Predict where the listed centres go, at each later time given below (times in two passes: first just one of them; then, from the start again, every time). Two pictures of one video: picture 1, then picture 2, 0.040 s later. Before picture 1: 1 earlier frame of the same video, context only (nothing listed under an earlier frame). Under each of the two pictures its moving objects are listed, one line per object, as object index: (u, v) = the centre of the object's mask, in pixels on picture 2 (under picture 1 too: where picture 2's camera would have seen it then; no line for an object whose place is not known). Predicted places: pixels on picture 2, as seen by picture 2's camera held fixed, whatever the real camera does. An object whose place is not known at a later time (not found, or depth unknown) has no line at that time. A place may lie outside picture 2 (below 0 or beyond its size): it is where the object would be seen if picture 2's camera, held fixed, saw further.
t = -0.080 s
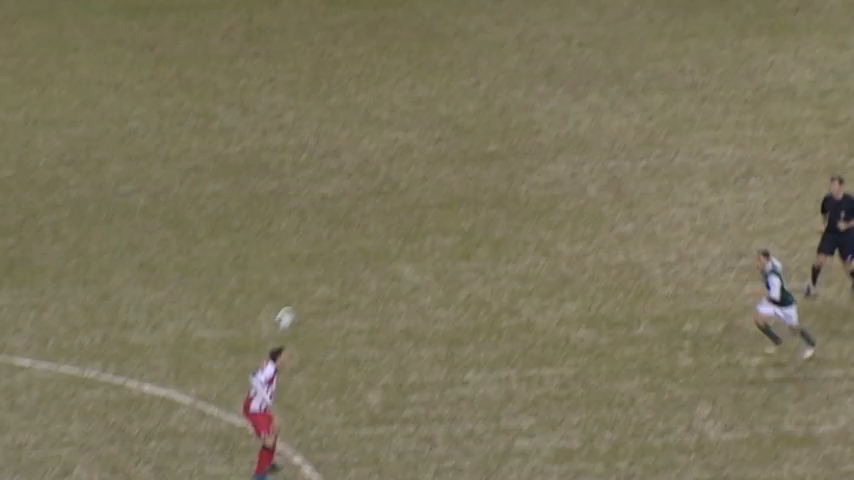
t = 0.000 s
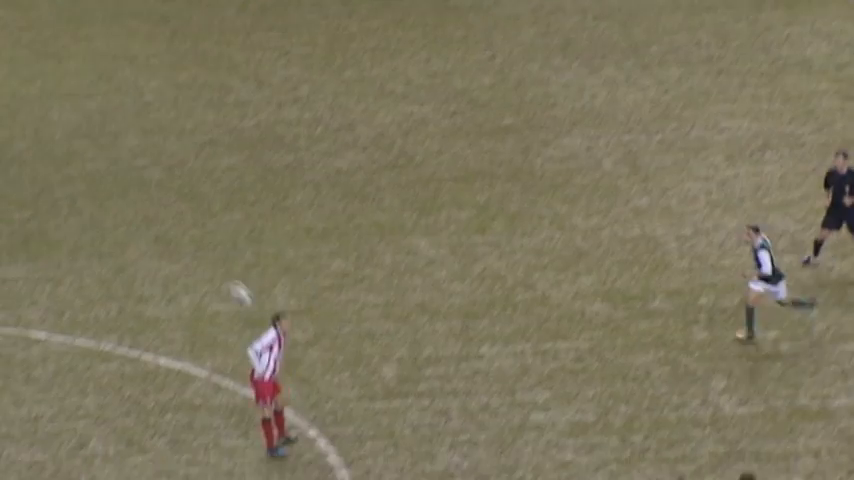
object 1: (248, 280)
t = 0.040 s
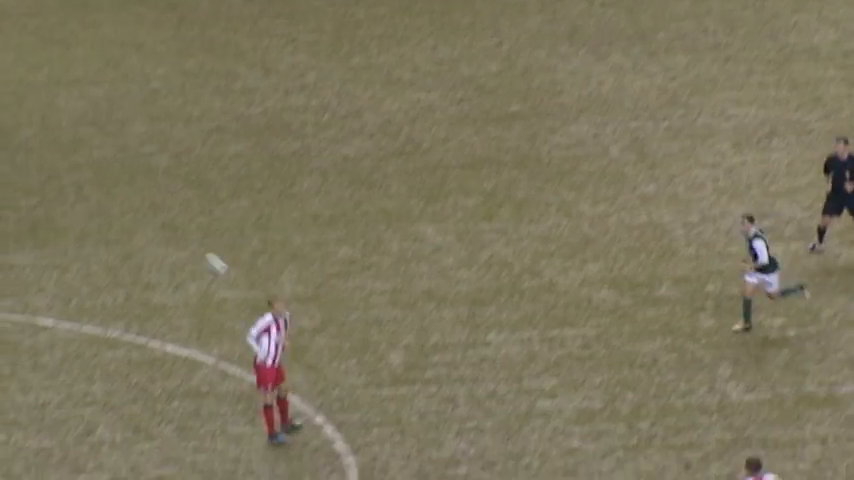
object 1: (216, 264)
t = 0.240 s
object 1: (59, 216)
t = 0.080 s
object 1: (183, 252)
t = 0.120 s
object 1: (152, 241)
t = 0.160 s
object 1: (120, 231)
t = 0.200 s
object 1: (89, 224)
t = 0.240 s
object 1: (59, 216)
